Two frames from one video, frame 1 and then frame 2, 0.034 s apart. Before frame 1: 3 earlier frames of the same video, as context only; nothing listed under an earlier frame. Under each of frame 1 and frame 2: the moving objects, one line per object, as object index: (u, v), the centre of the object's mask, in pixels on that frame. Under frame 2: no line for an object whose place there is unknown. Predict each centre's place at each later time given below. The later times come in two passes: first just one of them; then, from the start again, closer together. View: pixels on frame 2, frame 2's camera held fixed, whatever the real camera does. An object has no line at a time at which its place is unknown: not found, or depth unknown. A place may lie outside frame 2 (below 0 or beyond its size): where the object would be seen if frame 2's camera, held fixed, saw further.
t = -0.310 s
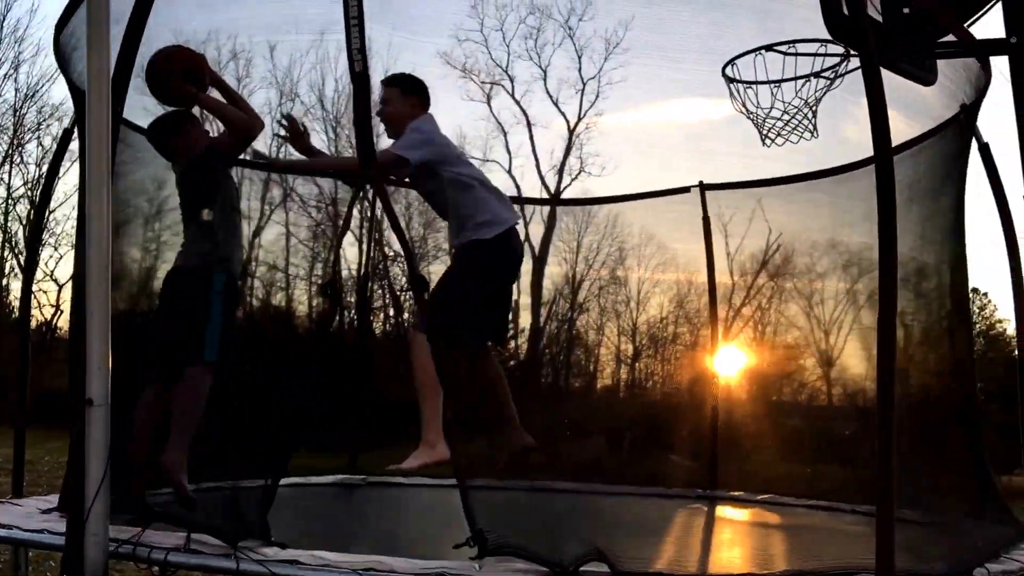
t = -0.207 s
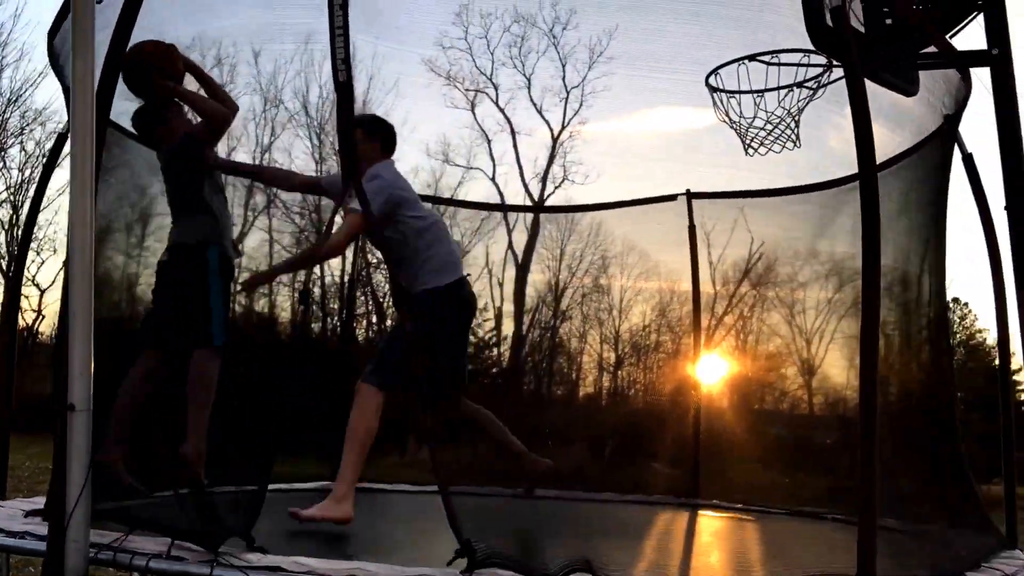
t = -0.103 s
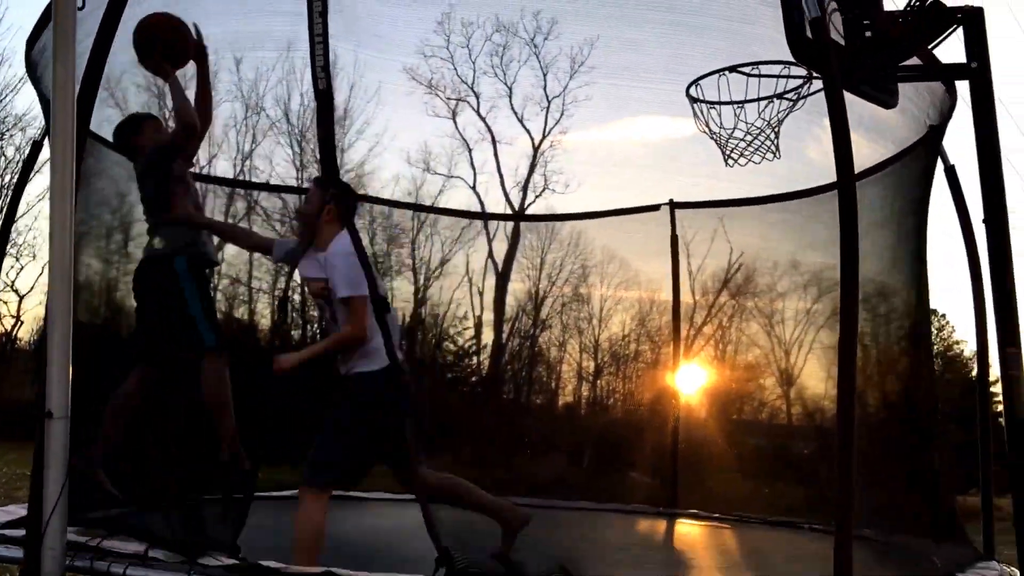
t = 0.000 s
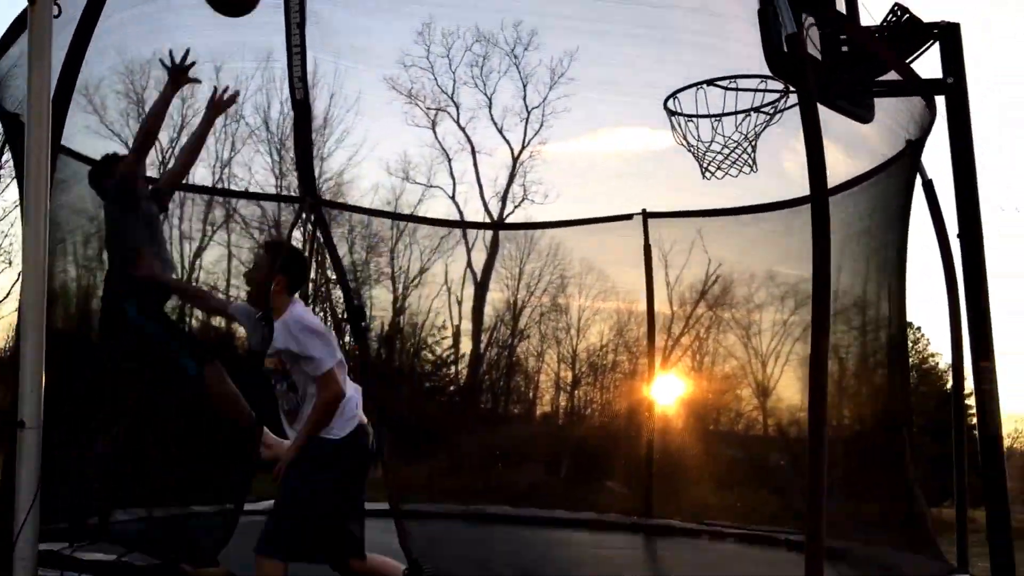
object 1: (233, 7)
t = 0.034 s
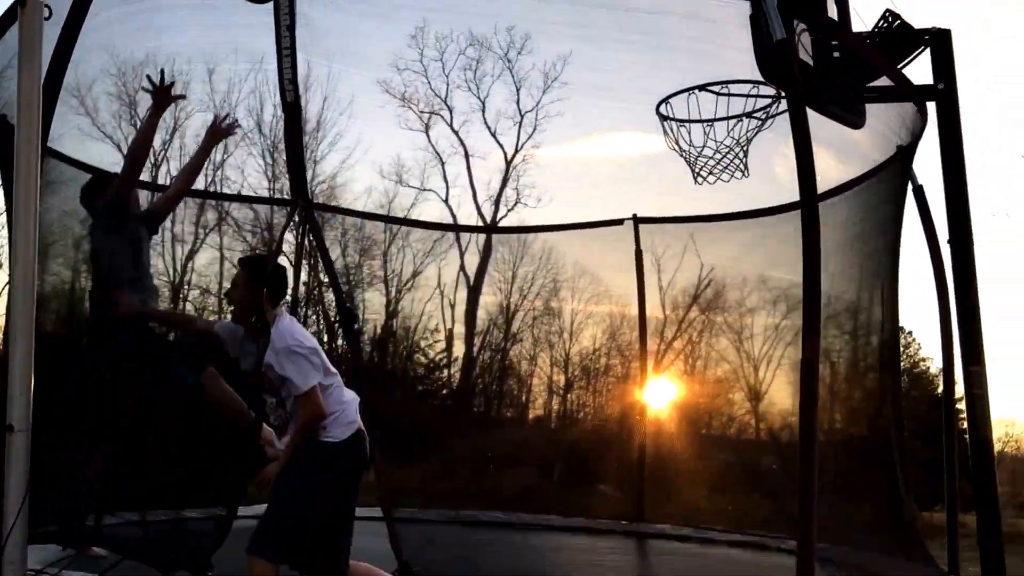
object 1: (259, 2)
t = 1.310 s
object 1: (757, 397)
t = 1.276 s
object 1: (757, 361)
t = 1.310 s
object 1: (757, 397)
